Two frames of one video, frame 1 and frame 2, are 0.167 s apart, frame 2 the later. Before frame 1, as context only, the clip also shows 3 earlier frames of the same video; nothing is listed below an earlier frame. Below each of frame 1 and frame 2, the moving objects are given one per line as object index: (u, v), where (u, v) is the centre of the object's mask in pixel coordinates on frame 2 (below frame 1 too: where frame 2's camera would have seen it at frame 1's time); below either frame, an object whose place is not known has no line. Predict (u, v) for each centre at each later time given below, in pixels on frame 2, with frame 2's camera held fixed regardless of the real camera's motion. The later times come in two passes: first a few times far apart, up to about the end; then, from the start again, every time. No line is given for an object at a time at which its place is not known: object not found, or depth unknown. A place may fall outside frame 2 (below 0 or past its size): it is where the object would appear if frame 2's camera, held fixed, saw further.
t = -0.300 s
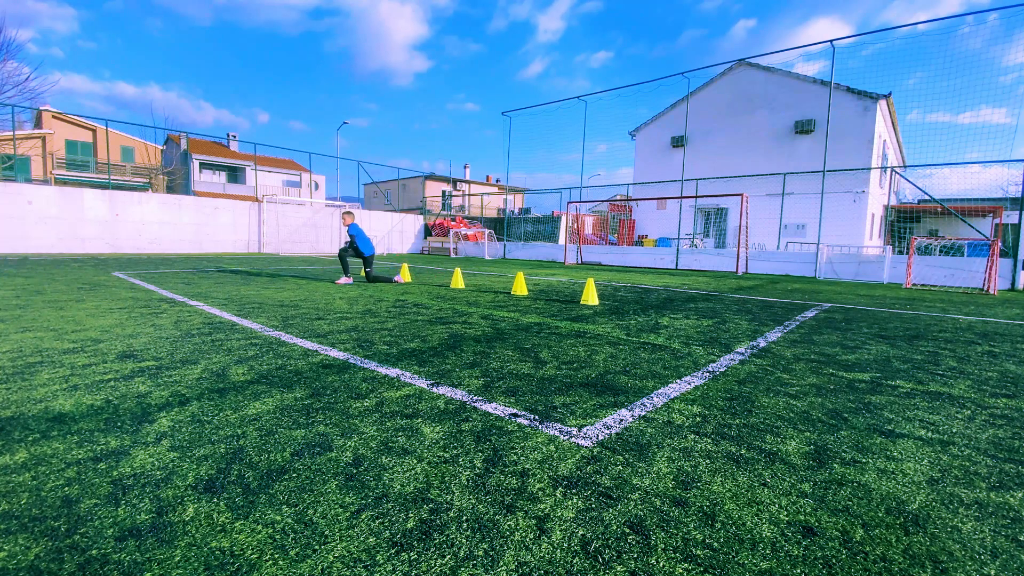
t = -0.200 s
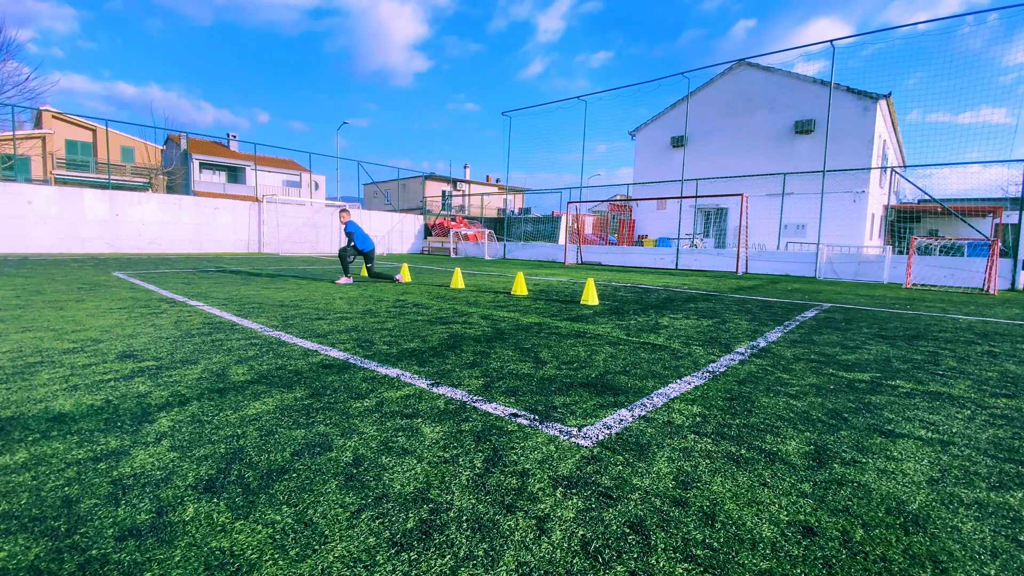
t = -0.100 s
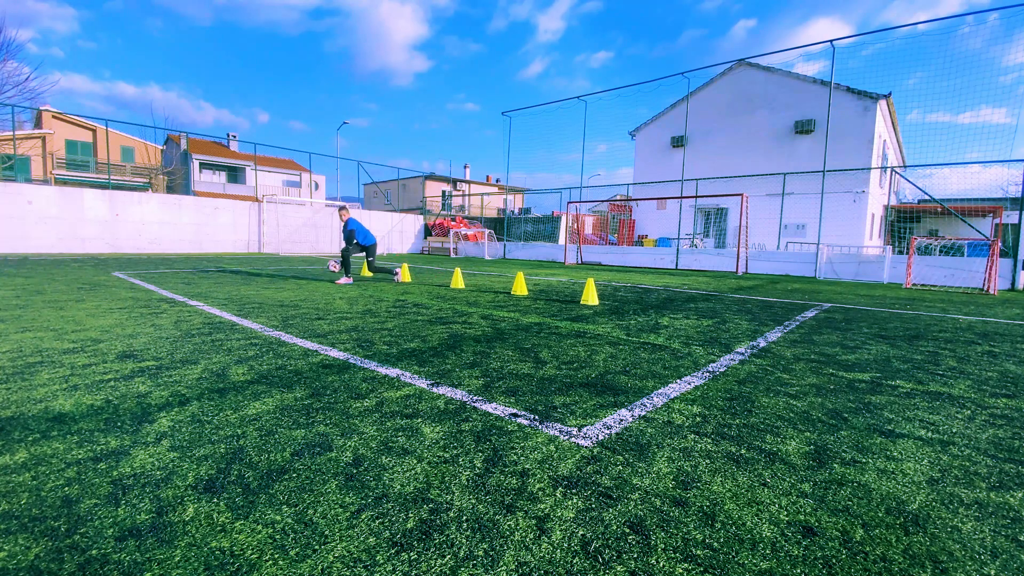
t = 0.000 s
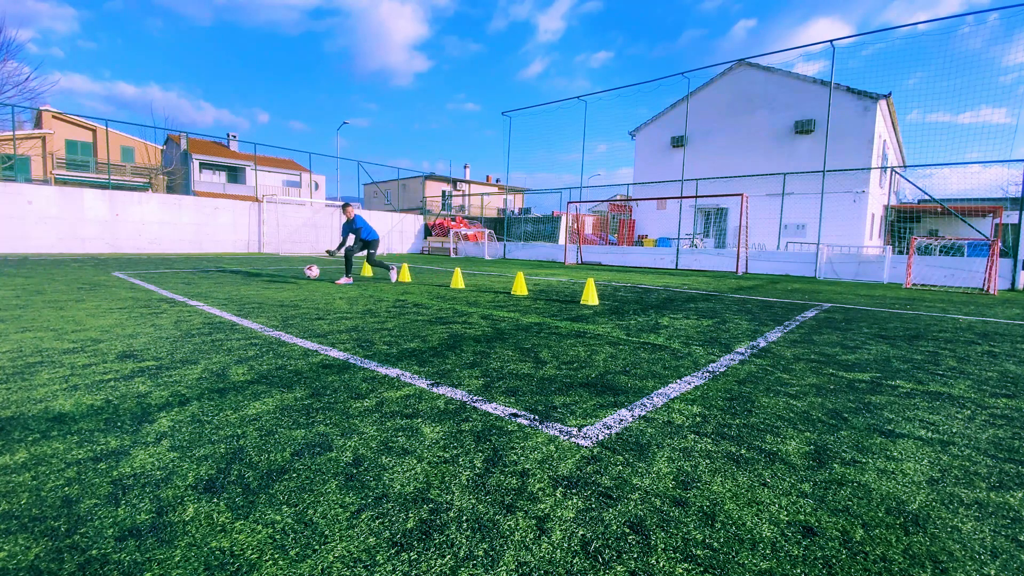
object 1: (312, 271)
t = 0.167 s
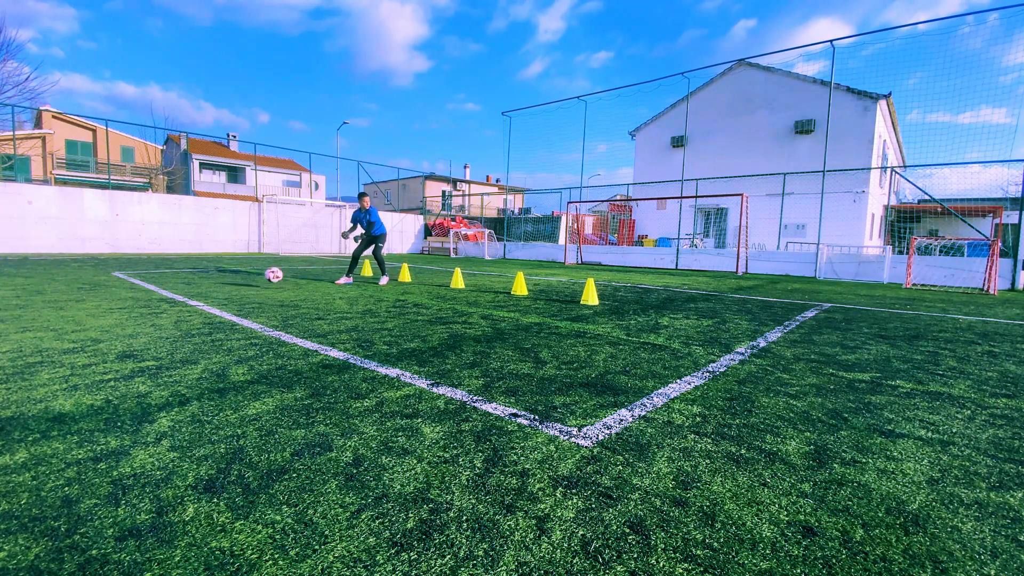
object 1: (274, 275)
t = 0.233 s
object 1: (259, 275)
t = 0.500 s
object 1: (189, 284)
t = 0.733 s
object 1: (109, 291)
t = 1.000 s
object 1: (5, 300)
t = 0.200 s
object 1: (266, 274)
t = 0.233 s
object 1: (259, 275)
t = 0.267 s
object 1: (251, 276)
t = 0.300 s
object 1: (243, 278)
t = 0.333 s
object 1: (235, 282)
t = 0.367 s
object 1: (227, 284)
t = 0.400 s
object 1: (218, 283)
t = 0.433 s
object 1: (208, 282)
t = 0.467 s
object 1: (199, 283)
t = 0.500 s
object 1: (189, 284)
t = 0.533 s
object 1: (178, 287)
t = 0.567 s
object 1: (167, 287)
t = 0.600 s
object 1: (157, 286)
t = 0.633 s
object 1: (145, 287)
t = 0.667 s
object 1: (134, 289)
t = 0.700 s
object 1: (122, 291)
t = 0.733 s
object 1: (109, 291)
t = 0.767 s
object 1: (97, 291)
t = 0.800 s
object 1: (84, 293)
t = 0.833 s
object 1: (70, 294)
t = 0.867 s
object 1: (56, 294)
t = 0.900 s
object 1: (42, 296)
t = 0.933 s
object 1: (27, 298)
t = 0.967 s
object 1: (13, 298)
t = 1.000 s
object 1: (5, 300)
